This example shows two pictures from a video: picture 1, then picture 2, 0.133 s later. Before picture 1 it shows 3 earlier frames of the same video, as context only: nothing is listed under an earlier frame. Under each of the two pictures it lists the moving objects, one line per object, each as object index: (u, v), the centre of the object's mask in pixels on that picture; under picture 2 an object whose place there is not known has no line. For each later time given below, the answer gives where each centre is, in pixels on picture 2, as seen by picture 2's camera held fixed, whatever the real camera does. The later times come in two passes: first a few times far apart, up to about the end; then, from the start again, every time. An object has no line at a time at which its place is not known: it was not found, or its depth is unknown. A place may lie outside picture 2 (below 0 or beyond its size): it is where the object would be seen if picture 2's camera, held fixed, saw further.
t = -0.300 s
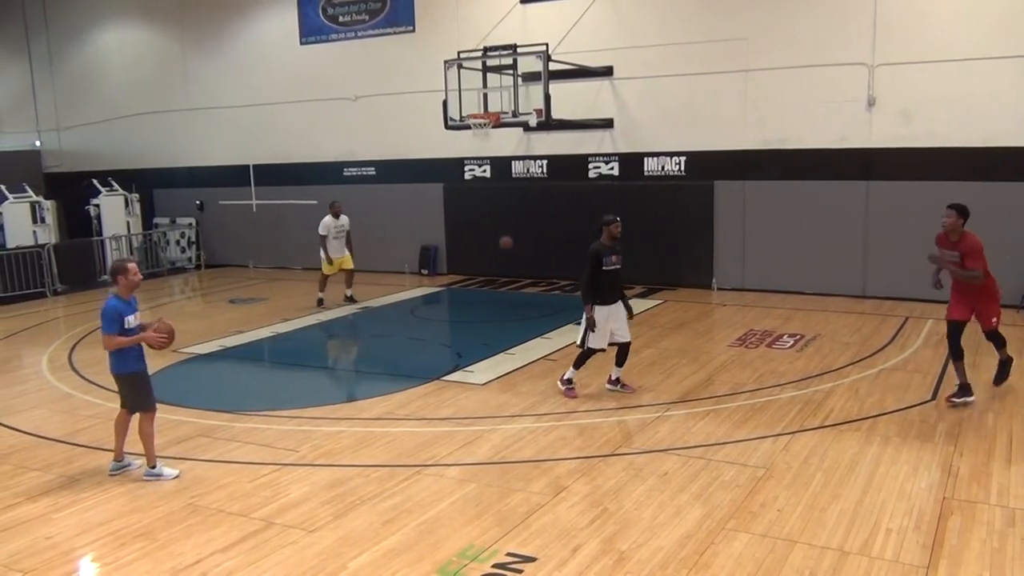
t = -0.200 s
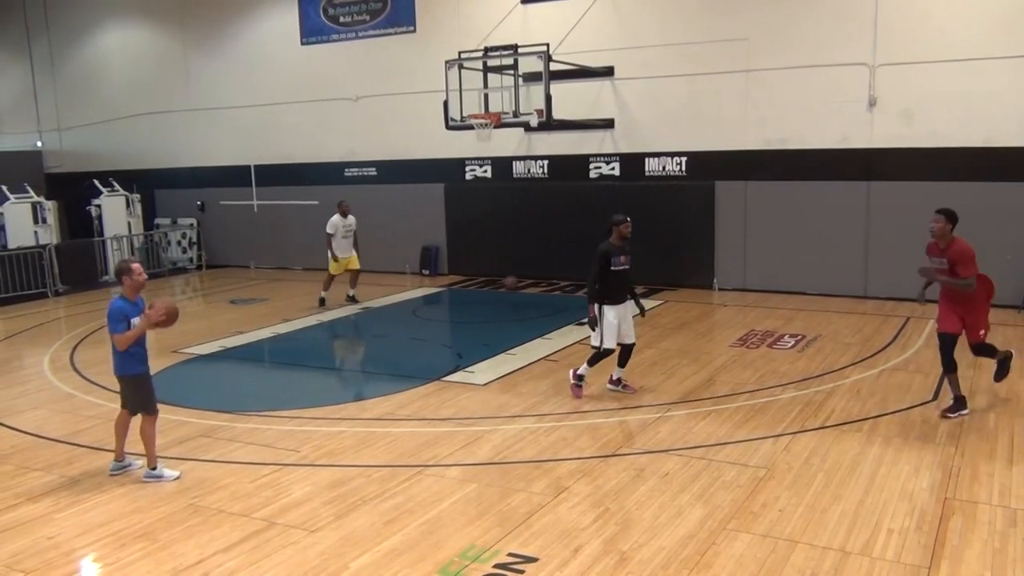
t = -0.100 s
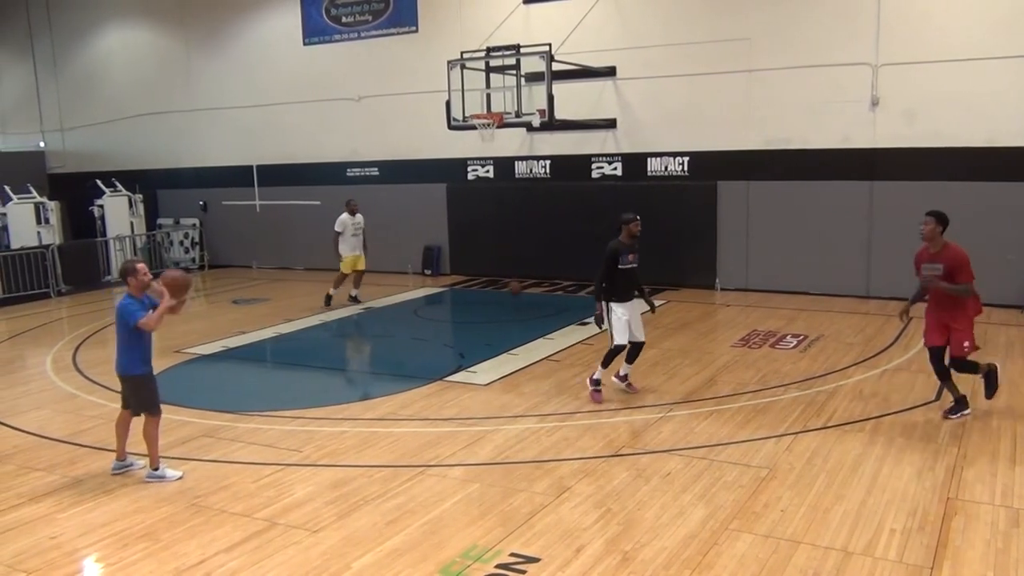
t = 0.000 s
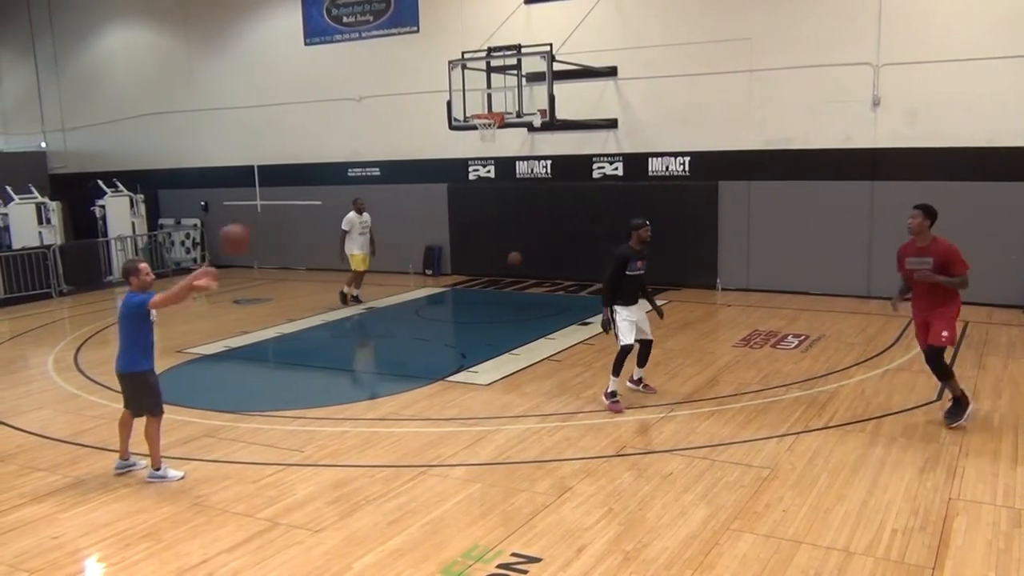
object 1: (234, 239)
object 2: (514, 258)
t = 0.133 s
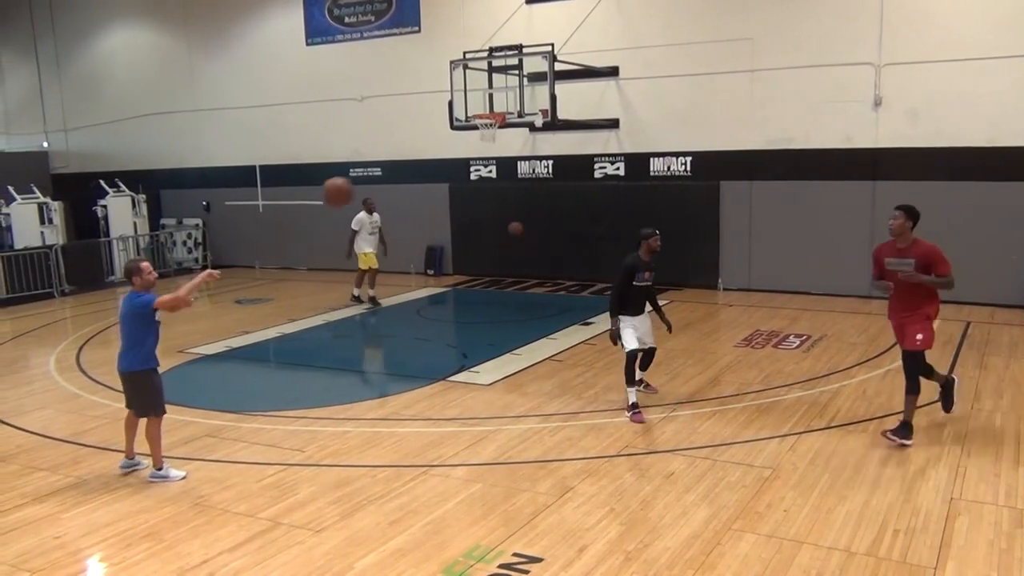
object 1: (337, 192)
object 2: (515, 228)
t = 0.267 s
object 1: (441, 167)
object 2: (515, 210)
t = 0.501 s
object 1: (626, 179)
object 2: (514, 203)
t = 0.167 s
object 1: (363, 185)
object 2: (515, 223)
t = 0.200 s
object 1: (390, 177)
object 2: (515, 217)
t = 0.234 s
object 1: (415, 171)
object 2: (515, 214)
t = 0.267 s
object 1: (441, 167)
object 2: (515, 210)
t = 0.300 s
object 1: (467, 165)
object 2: (515, 207)
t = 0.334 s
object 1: (494, 163)
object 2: (514, 205)
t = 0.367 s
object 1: (520, 164)
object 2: (515, 203)
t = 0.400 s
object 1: (547, 166)
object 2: (515, 202)
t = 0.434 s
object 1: (573, 169)
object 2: (514, 202)
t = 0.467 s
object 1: (598, 173)
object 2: (514, 202)
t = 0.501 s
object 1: (626, 179)
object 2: (514, 203)
